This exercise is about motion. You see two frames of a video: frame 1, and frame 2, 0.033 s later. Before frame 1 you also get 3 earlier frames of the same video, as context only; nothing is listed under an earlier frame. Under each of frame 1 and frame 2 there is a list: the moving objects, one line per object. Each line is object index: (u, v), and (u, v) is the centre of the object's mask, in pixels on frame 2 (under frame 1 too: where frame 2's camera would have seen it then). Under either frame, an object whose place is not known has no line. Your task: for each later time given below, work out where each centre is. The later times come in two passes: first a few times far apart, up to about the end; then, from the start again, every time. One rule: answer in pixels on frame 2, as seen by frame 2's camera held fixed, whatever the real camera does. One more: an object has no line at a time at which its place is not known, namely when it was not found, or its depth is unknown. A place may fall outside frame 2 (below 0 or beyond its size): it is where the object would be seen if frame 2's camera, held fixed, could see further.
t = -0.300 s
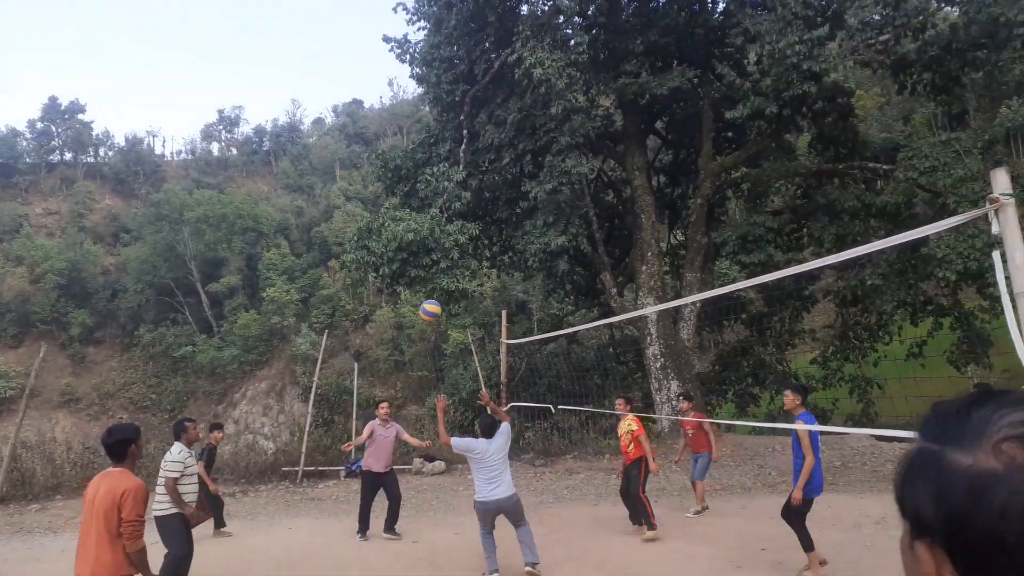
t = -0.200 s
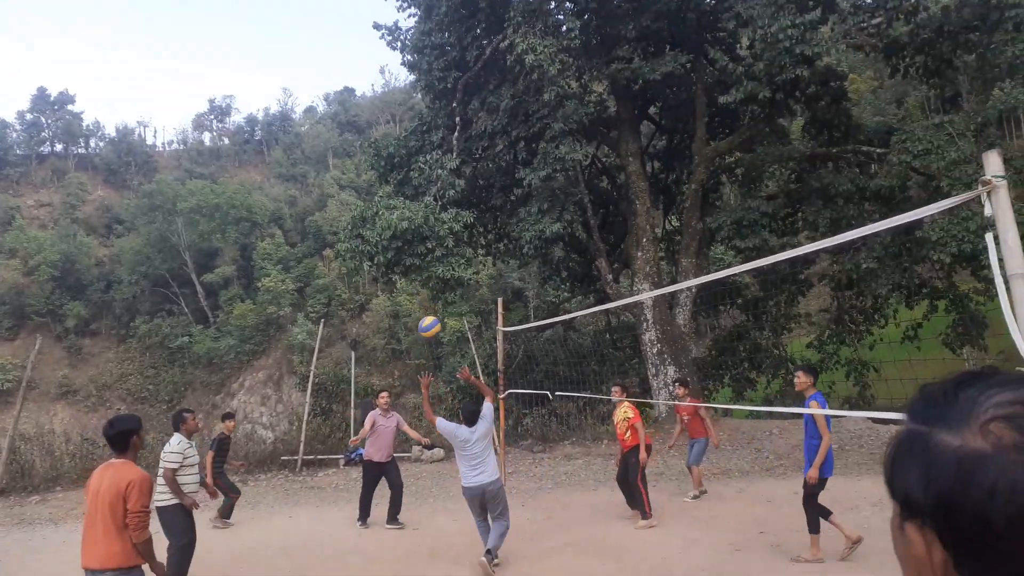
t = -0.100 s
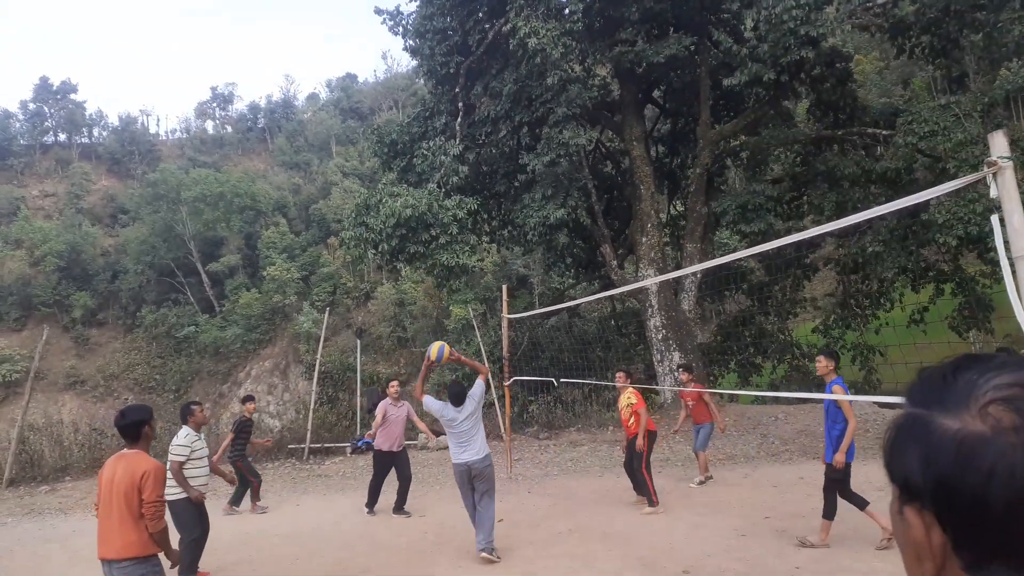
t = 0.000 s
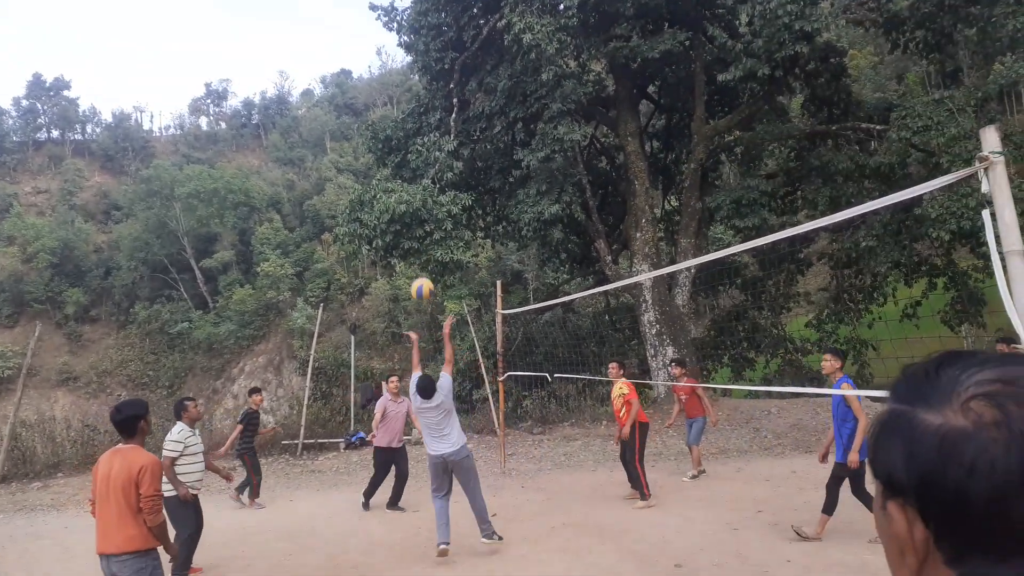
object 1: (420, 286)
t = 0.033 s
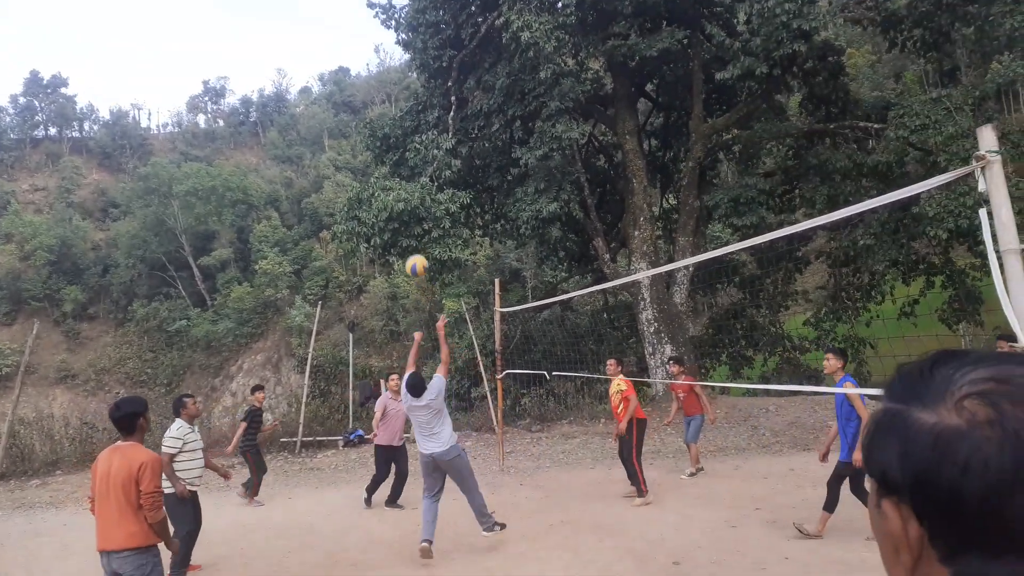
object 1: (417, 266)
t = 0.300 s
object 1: (389, 147)
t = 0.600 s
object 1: (369, 106)
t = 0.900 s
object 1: (351, 146)
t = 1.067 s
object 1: (344, 202)
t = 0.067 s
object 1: (413, 246)
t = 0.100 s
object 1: (410, 228)
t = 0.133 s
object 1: (406, 212)
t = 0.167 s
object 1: (402, 196)
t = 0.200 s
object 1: (398, 182)
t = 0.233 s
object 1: (396, 170)
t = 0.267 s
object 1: (393, 158)
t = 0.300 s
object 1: (389, 147)
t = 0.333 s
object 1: (386, 138)
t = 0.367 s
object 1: (383, 131)
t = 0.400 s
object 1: (380, 123)
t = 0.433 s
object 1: (379, 118)
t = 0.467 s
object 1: (376, 114)
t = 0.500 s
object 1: (374, 110)
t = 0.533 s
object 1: (367, 105)
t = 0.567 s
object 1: (368, 106)
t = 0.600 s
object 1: (369, 106)
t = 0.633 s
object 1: (368, 107)
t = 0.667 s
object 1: (363, 107)
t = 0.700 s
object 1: (361, 110)
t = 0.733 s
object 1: (362, 113)
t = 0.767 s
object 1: (360, 117)
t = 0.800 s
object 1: (357, 124)
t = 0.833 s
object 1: (358, 130)
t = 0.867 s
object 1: (355, 138)
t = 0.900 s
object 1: (351, 146)
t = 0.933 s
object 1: (347, 156)
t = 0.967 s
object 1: (348, 166)
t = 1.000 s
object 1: (346, 177)
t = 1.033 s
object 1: (344, 189)
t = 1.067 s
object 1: (344, 202)
